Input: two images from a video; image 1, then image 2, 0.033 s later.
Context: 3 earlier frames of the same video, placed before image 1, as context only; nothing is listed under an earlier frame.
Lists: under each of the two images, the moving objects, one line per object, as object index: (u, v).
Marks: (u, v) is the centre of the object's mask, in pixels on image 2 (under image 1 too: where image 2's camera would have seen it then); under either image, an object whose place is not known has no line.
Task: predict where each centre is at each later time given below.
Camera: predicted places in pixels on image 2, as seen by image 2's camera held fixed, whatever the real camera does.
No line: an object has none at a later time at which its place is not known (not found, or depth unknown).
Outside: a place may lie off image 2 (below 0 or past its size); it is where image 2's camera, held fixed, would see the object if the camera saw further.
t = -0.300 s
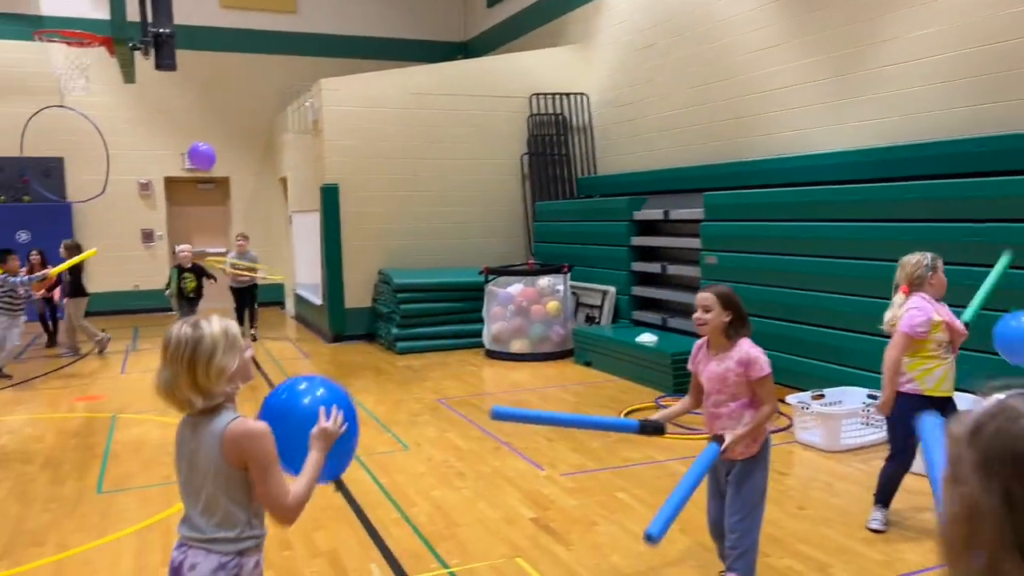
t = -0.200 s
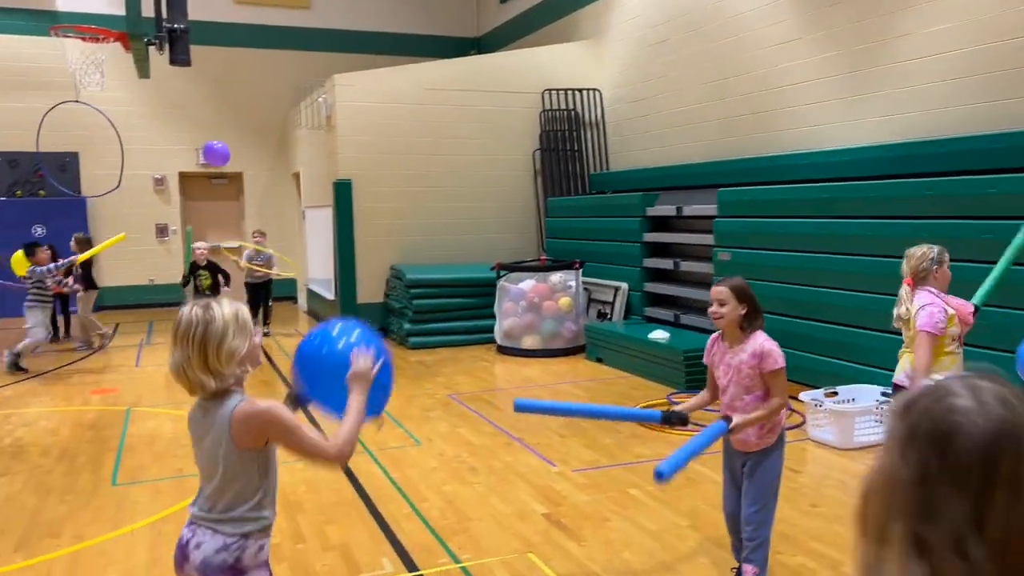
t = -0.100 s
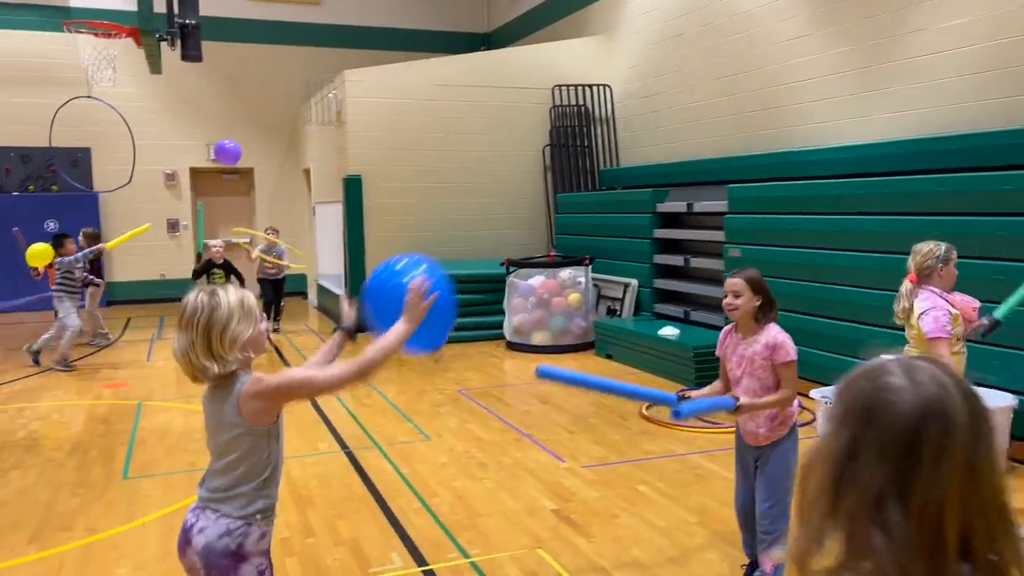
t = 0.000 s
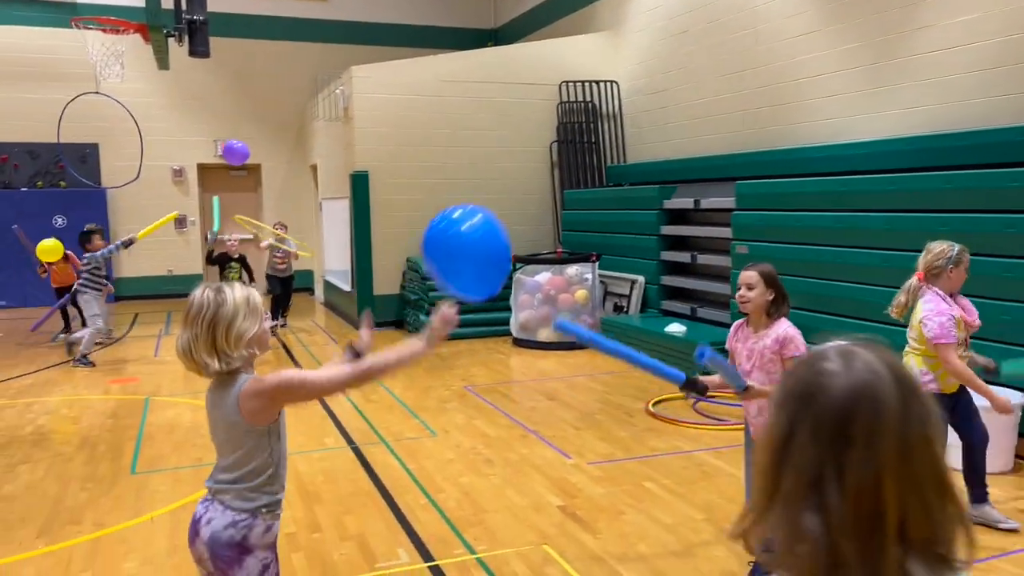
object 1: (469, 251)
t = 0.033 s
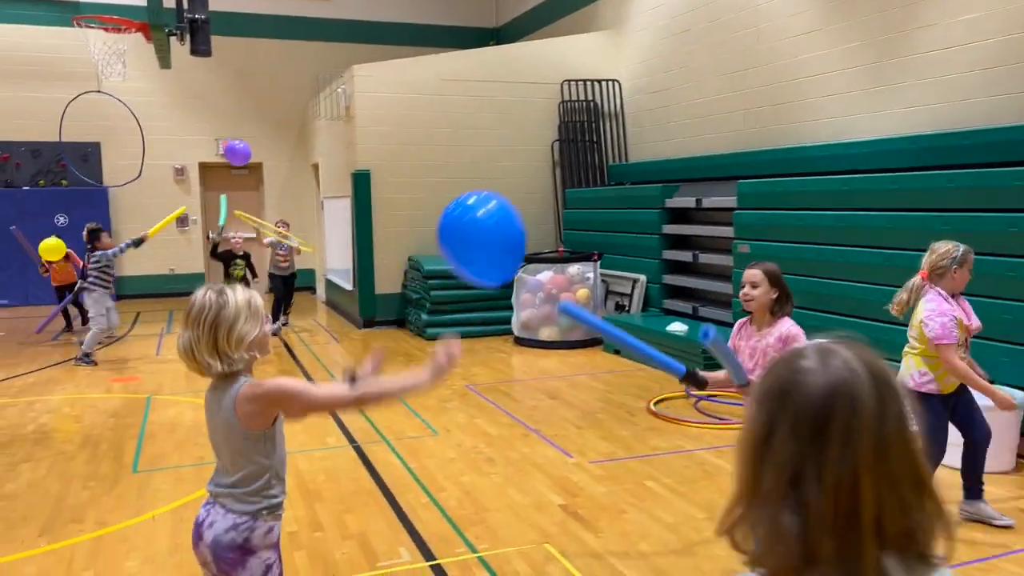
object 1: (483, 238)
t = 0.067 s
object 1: (495, 228)
